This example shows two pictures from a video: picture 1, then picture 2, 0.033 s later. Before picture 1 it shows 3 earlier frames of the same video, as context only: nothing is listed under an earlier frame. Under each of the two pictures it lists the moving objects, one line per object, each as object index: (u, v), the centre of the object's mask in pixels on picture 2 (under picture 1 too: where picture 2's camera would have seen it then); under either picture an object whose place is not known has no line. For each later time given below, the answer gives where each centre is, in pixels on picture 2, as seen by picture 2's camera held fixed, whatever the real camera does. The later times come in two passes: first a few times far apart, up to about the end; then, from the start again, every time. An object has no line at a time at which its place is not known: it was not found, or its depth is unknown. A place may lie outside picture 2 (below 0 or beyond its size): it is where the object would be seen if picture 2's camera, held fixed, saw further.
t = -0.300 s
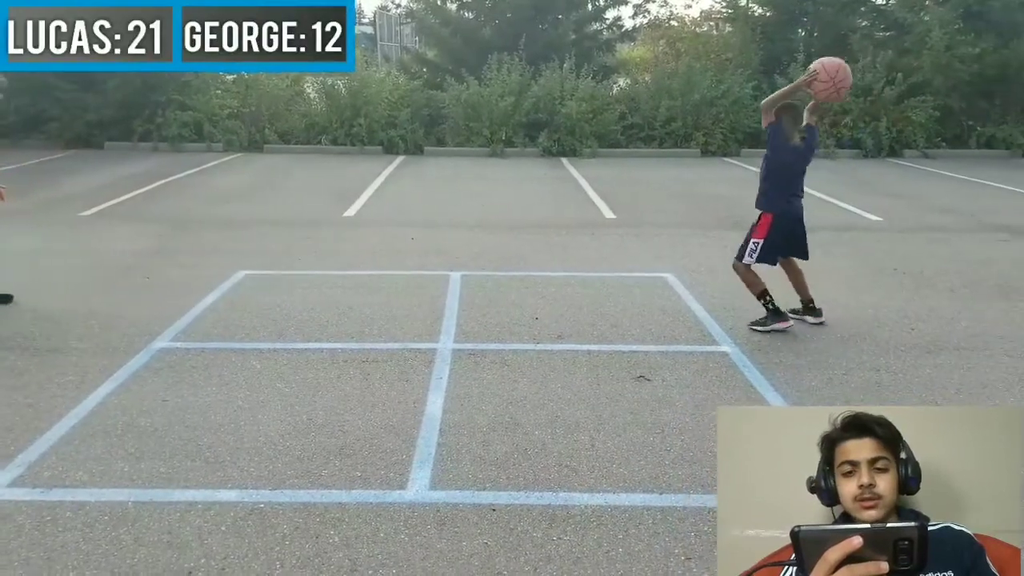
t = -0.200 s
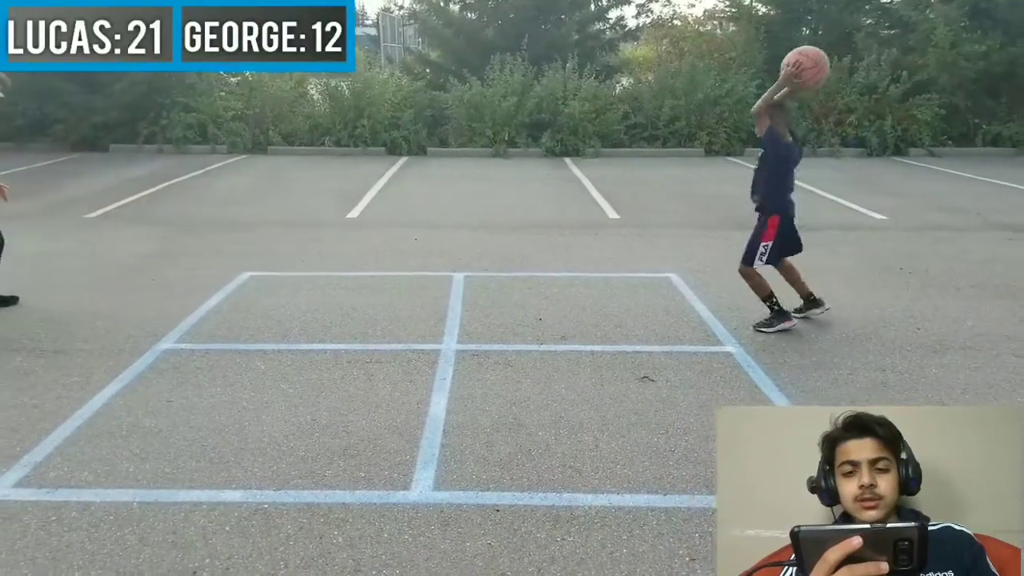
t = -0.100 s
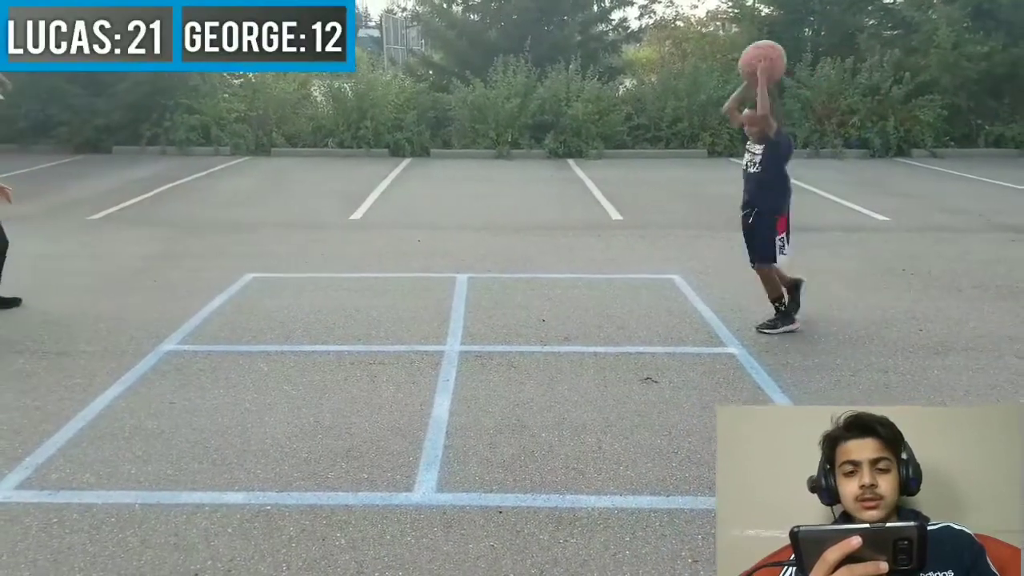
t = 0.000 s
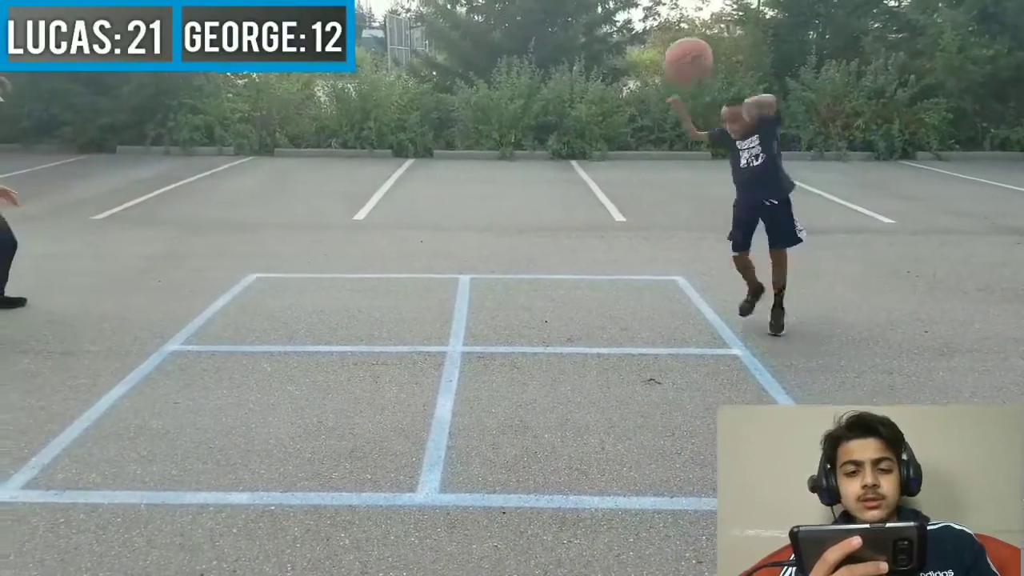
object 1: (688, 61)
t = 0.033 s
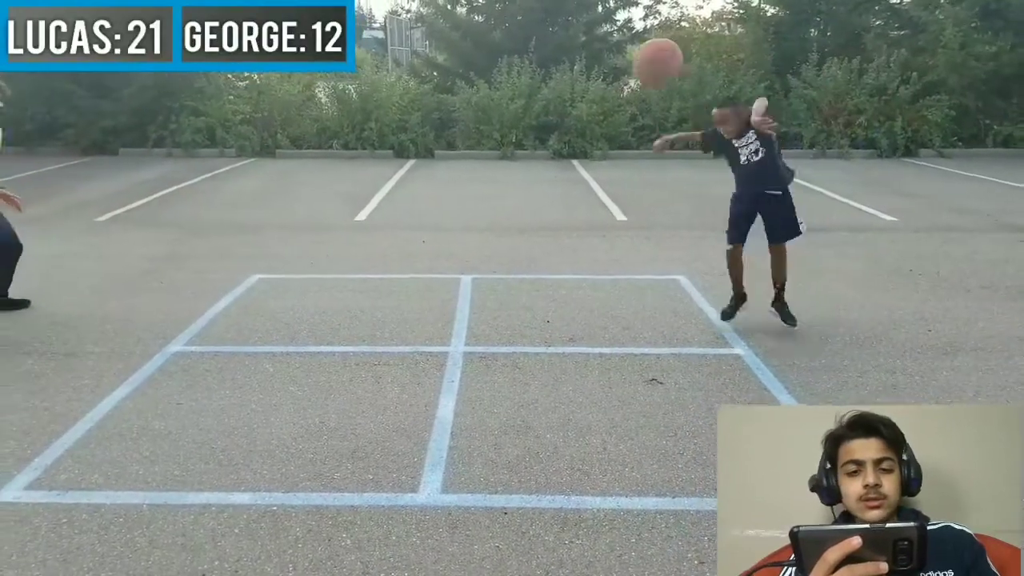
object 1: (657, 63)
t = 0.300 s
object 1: (362, 185)
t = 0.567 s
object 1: (25, 382)
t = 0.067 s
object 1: (625, 67)
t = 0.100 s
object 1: (591, 76)
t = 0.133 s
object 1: (556, 86)
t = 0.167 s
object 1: (519, 100)
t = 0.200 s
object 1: (482, 116)
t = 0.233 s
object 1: (443, 134)
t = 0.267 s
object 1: (403, 158)
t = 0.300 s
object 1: (362, 185)
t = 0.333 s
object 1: (318, 216)
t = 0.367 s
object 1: (273, 249)
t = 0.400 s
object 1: (227, 288)
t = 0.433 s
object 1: (180, 330)
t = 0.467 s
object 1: (130, 378)
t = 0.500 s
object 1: (83, 429)
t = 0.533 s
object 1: (53, 411)
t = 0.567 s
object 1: (25, 382)
